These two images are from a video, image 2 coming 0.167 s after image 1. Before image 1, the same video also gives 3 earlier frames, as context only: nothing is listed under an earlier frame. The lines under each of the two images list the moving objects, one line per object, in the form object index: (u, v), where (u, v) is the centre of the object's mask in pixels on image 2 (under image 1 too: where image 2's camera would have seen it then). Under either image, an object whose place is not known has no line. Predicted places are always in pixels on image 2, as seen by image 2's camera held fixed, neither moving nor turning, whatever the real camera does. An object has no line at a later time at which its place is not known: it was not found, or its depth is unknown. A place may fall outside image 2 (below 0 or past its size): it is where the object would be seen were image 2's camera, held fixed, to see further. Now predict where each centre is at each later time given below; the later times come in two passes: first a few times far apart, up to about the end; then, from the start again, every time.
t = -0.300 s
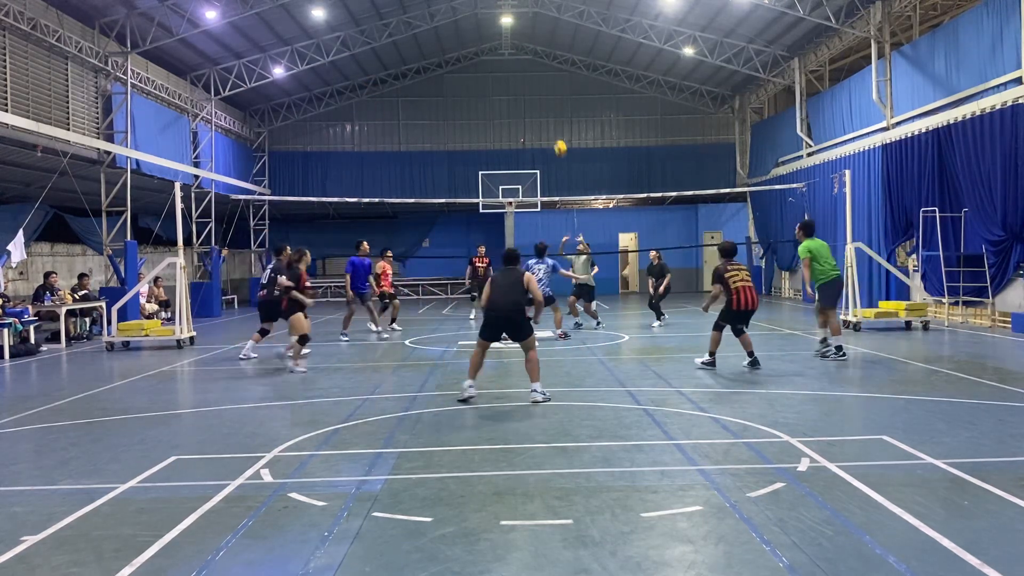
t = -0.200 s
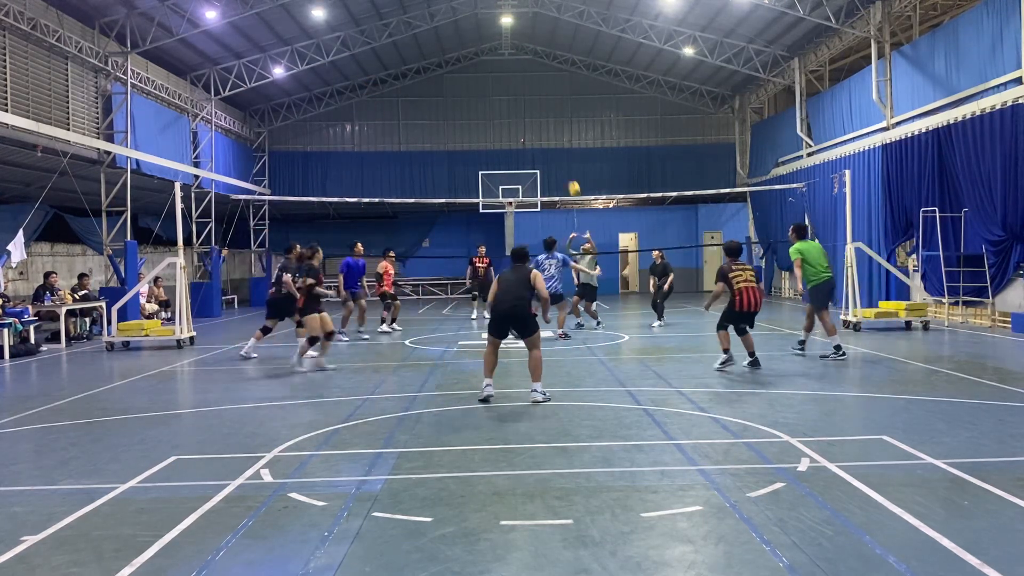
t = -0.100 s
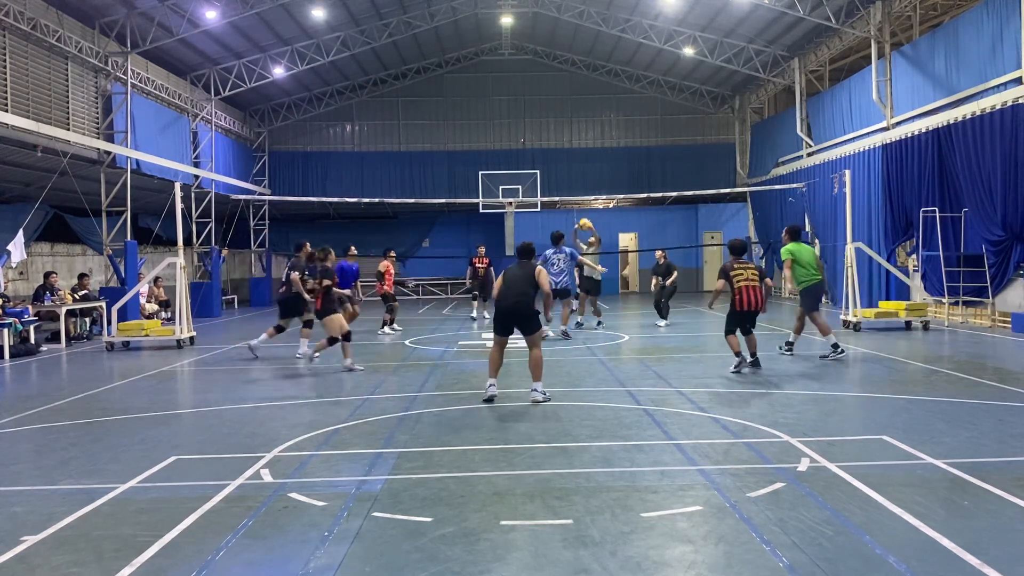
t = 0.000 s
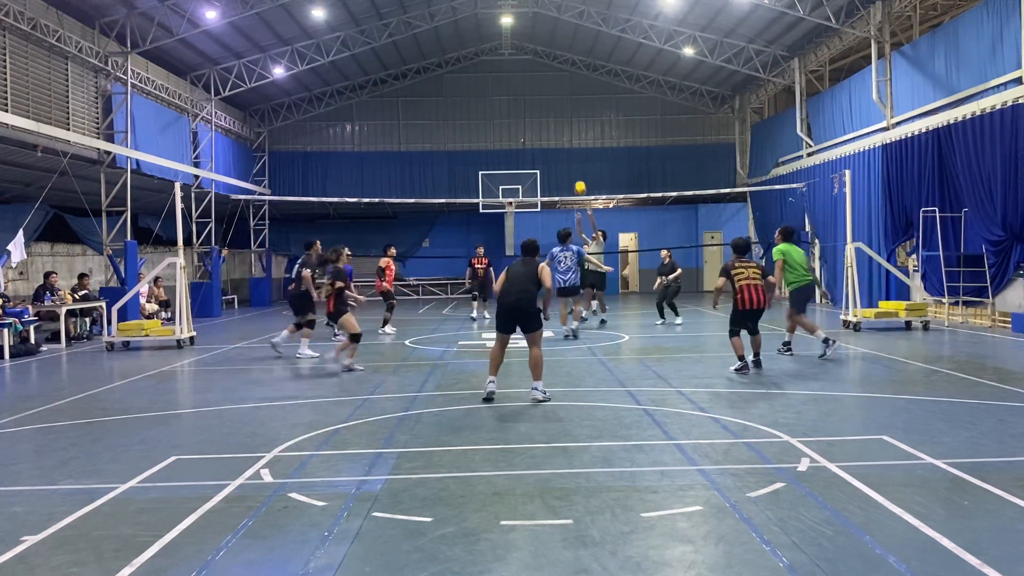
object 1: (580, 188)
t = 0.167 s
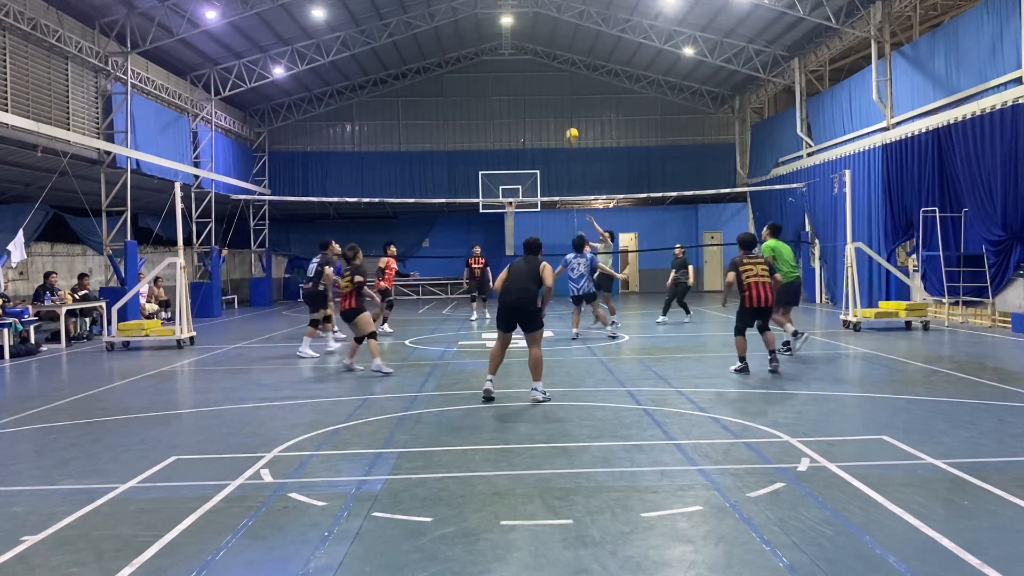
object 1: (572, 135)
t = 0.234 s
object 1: (569, 117)
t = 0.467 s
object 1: (558, 79)
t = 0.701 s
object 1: (548, 70)
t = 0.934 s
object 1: (538, 92)
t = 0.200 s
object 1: (570, 126)
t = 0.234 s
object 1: (569, 117)
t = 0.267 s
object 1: (567, 110)
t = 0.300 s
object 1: (566, 103)
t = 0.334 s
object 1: (564, 97)
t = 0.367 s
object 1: (563, 92)
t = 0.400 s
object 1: (561, 87)
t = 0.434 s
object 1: (560, 82)
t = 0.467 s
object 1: (558, 79)
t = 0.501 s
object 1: (557, 76)
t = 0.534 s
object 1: (555, 74)
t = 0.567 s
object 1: (554, 72)
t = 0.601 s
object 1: (552, 70)
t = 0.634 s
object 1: (551, 70)
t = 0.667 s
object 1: (549, 70)
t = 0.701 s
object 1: (548, 70)
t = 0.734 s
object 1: (547, 71)
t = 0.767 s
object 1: (545, 73)
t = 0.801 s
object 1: (544, 76)
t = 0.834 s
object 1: (543, 79)
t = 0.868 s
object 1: (541, 83)
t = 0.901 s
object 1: (540, 87)
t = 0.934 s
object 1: (538, 92)
